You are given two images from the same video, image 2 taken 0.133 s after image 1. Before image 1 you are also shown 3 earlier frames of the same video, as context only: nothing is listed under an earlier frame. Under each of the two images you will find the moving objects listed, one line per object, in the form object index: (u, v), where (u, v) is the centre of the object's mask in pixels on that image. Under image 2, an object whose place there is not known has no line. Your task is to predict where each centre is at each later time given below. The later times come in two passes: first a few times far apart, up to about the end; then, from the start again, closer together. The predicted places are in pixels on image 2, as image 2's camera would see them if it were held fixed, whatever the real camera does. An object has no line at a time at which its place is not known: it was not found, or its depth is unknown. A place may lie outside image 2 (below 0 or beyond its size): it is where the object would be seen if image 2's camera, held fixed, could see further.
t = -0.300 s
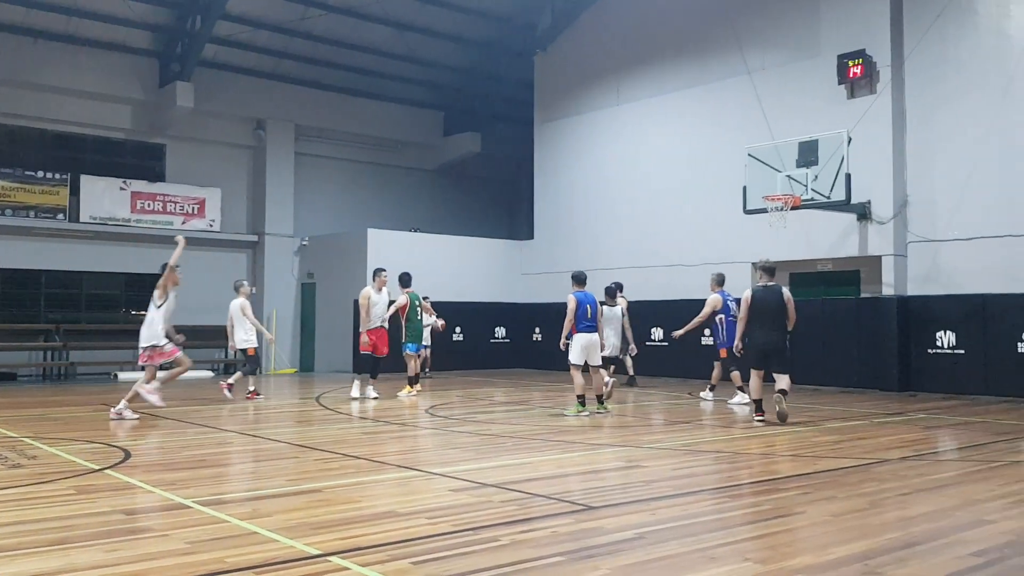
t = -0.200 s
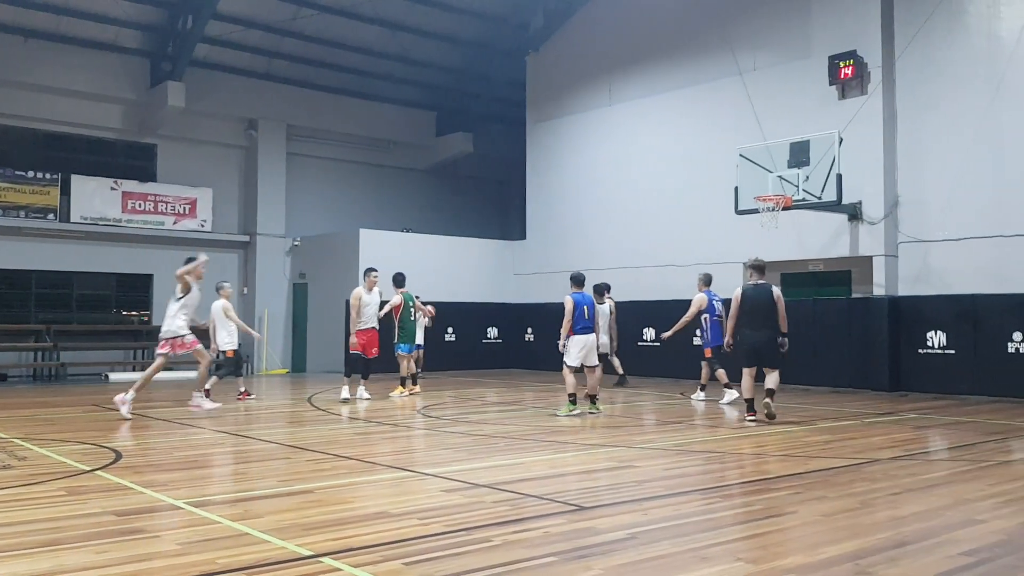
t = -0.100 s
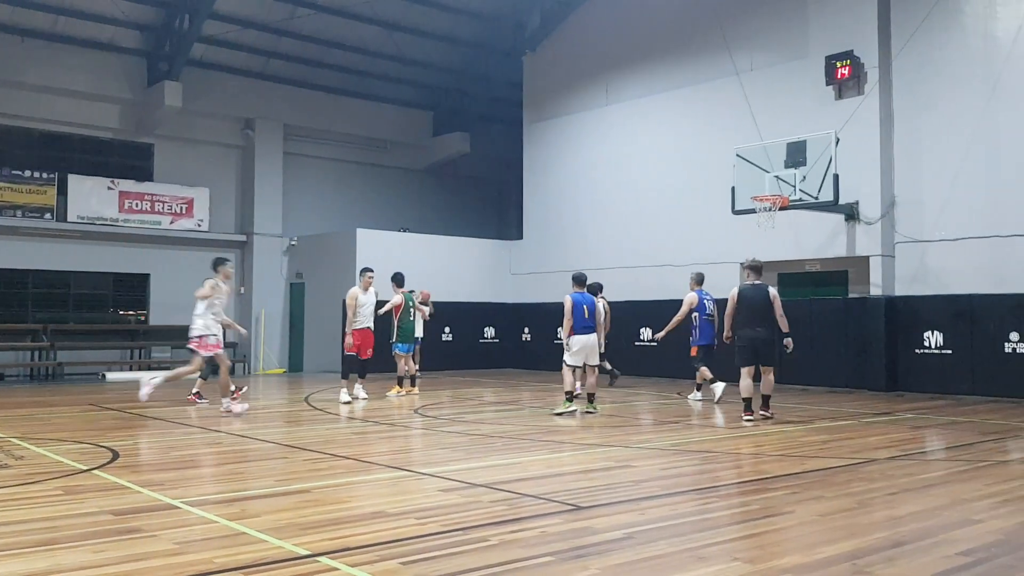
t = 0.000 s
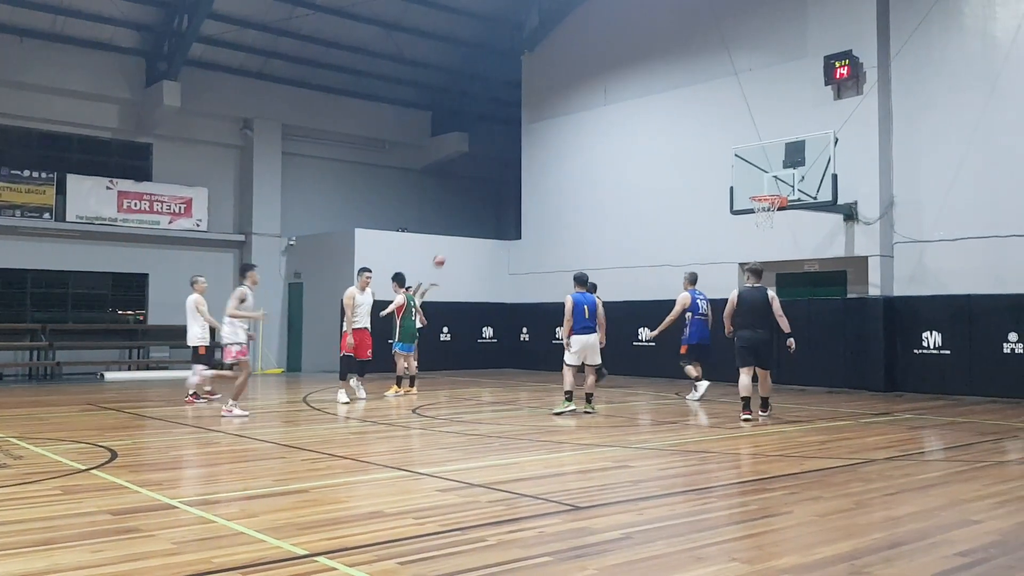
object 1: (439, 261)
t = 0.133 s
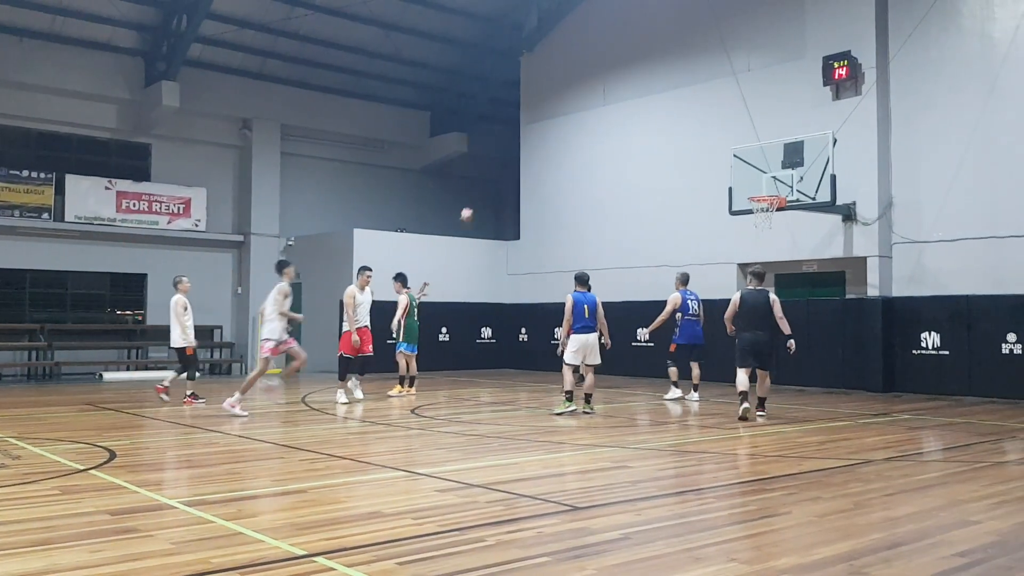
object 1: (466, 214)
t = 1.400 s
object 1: (778, 209)
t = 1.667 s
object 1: (785, 220)
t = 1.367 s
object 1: (774, 207)
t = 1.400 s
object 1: (778, 209)
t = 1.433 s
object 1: (781, 210)
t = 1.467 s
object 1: (782, 209)
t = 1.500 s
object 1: (783, 209)
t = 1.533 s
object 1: (783, 209)
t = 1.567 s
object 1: (783, 211)
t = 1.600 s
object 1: (784, 214)
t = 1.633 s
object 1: (785, 217)
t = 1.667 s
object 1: (785, 220)
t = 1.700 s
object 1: (786, 225)
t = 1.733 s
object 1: (787, 230)
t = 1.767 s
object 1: (787, 236)
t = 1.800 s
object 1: (788, 243)
